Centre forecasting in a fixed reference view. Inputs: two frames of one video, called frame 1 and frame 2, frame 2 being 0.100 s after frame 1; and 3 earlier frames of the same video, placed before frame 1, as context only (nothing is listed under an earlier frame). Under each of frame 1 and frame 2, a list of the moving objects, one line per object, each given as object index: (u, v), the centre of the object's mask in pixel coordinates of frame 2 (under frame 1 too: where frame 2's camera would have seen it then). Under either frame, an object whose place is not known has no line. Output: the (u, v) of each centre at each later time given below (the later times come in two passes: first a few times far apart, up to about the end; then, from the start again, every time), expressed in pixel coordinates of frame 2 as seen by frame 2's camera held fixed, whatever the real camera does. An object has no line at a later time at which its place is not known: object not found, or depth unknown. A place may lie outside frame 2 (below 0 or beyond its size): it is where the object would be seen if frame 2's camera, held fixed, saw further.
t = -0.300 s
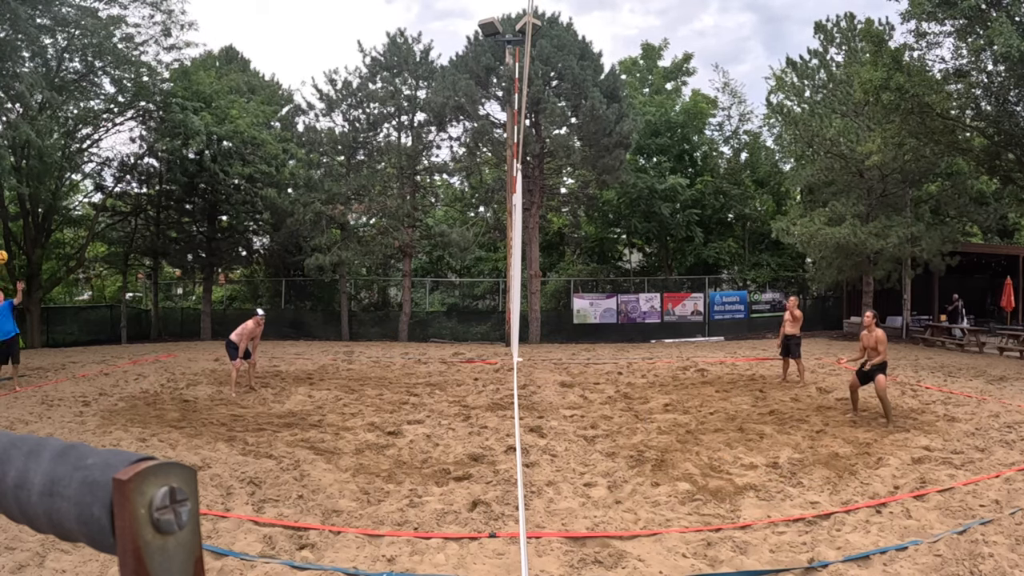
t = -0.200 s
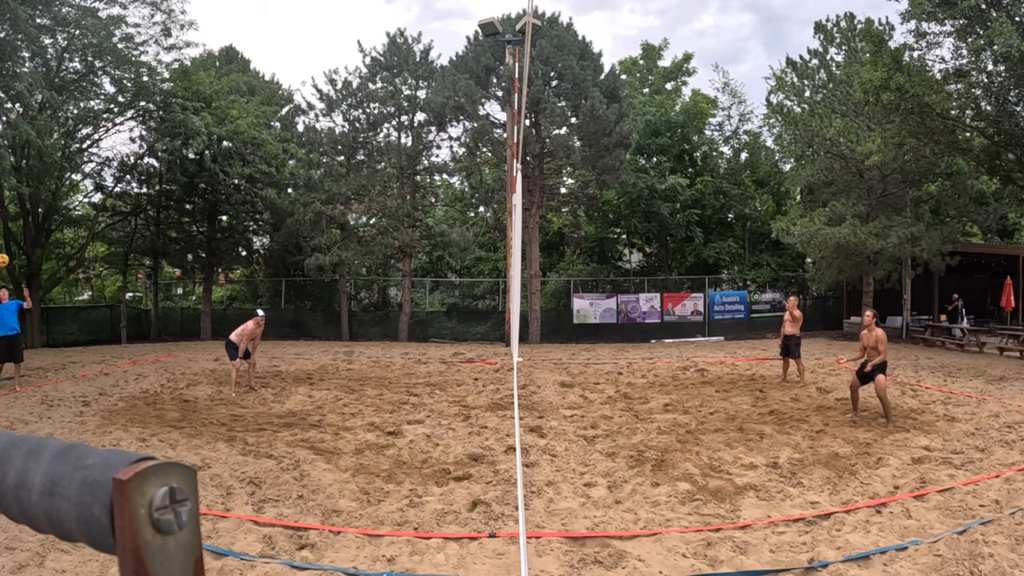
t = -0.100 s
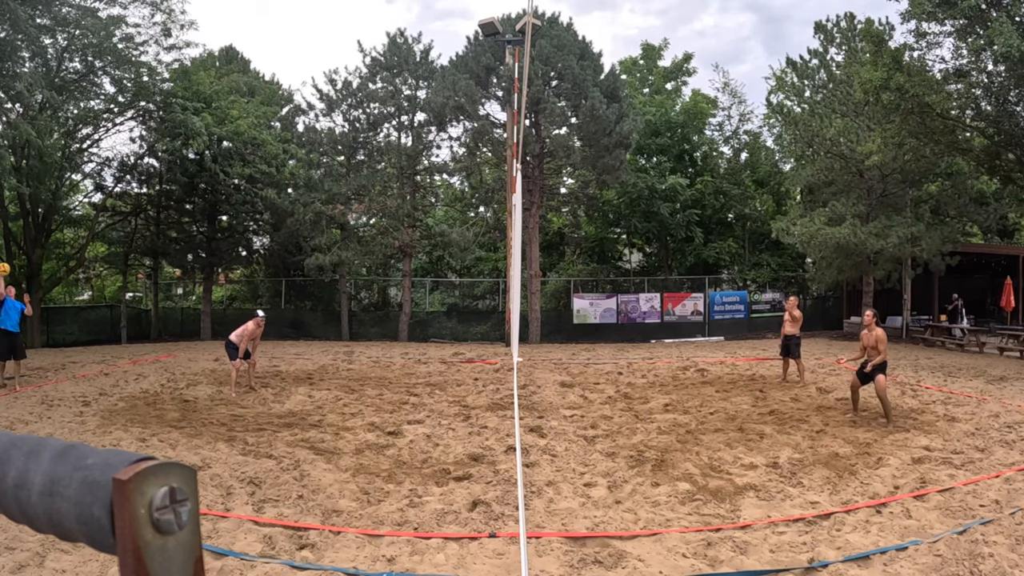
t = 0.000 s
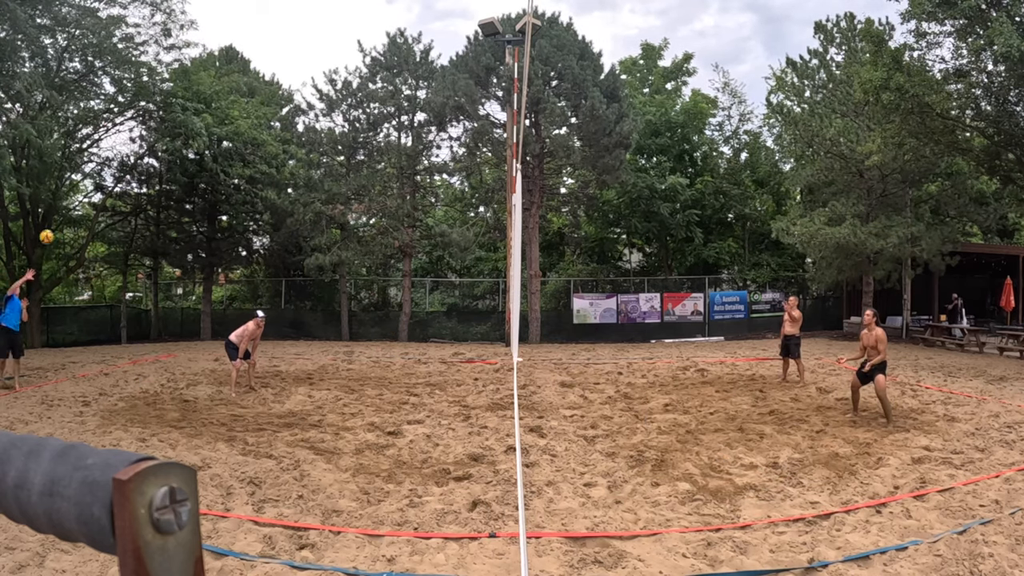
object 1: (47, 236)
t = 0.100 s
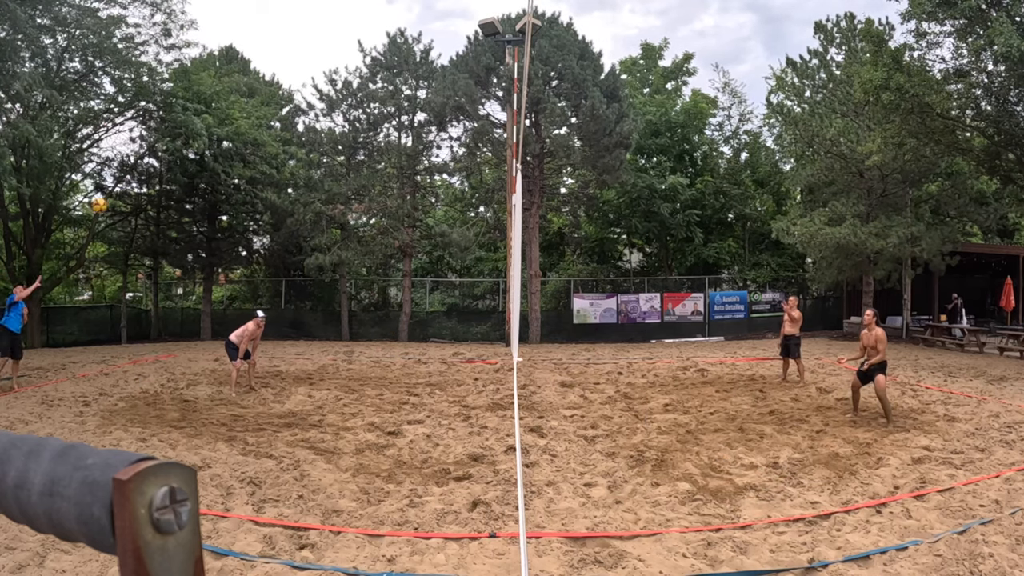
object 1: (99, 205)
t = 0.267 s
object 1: (211, 163)
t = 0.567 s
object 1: (483, 143)
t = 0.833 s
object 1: (741, 201)
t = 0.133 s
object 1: (119, 196)
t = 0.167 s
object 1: (139, 187)
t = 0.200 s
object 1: (162, 178)
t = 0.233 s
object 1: (186, 170)
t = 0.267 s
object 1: (211, 163)
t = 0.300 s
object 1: (237, 157)
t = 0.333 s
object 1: (260, 152)
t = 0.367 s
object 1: (290, 147)
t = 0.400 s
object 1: (320, 144)
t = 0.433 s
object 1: (351, 141)
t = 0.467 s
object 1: (383, 140)
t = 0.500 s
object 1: (416, 140)
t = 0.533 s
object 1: (450, 141)
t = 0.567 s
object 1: (483, 143)
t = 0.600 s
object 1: (518, 145)
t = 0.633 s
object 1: (551, 151)
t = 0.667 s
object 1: (586, 156)
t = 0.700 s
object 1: (619, 163)
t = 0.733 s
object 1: (651, 171)
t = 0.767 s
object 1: (683, 180)
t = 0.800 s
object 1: (713, 190)
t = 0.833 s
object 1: (741, 201)
